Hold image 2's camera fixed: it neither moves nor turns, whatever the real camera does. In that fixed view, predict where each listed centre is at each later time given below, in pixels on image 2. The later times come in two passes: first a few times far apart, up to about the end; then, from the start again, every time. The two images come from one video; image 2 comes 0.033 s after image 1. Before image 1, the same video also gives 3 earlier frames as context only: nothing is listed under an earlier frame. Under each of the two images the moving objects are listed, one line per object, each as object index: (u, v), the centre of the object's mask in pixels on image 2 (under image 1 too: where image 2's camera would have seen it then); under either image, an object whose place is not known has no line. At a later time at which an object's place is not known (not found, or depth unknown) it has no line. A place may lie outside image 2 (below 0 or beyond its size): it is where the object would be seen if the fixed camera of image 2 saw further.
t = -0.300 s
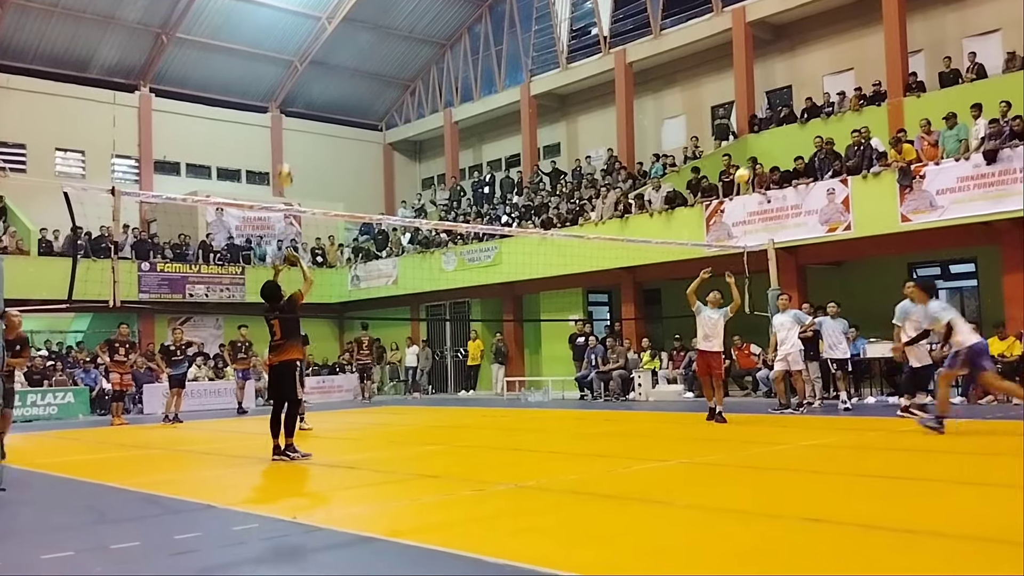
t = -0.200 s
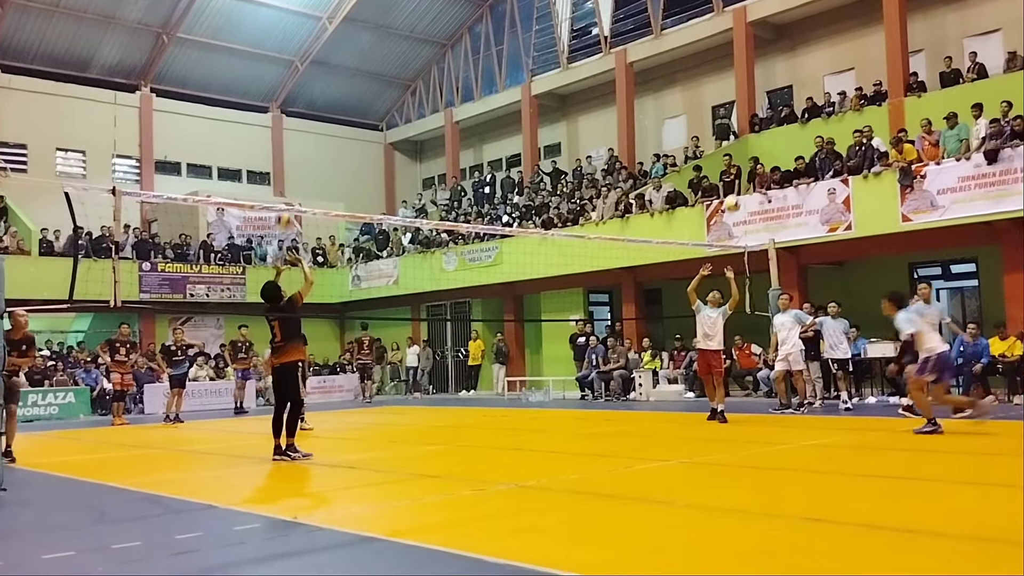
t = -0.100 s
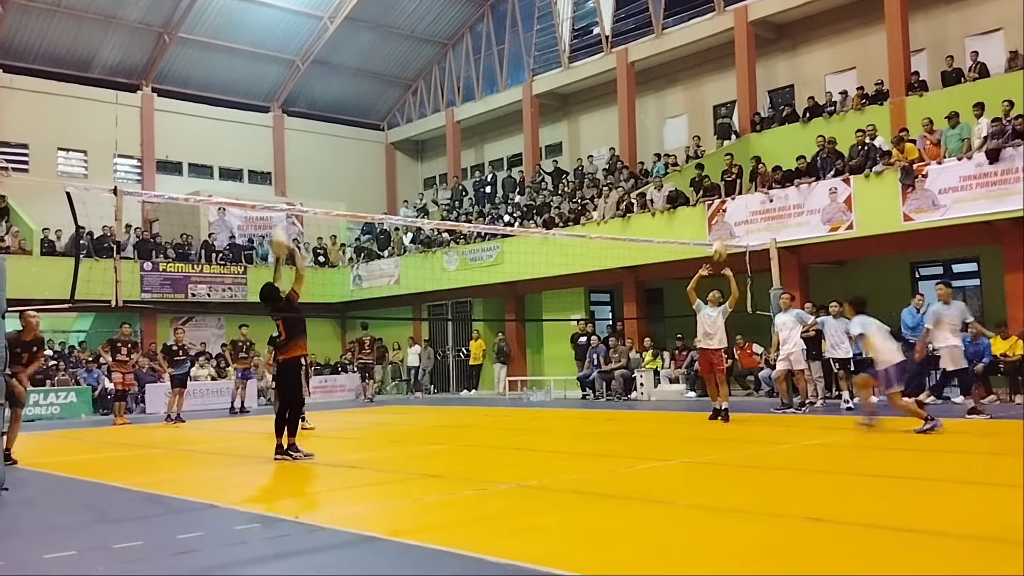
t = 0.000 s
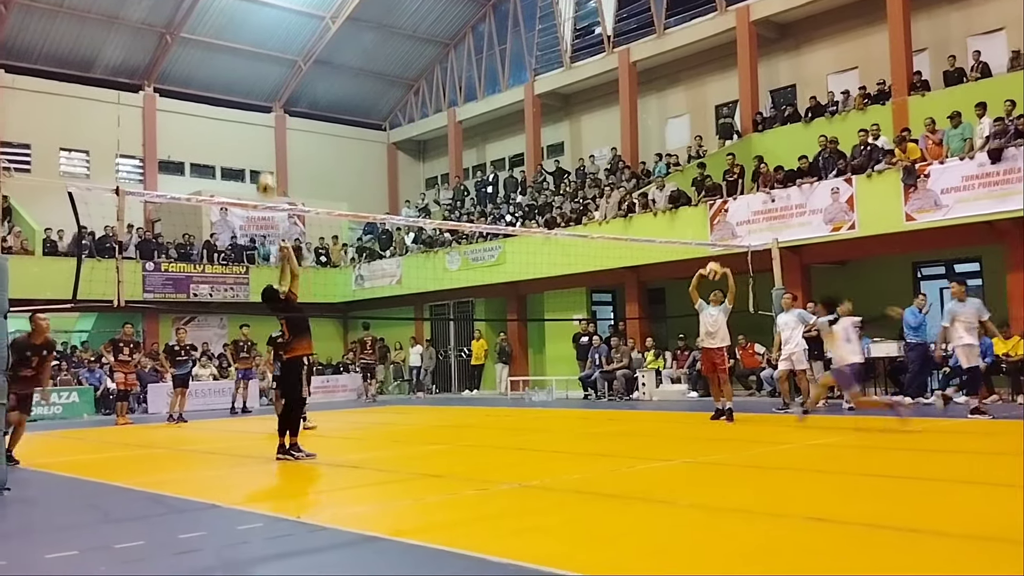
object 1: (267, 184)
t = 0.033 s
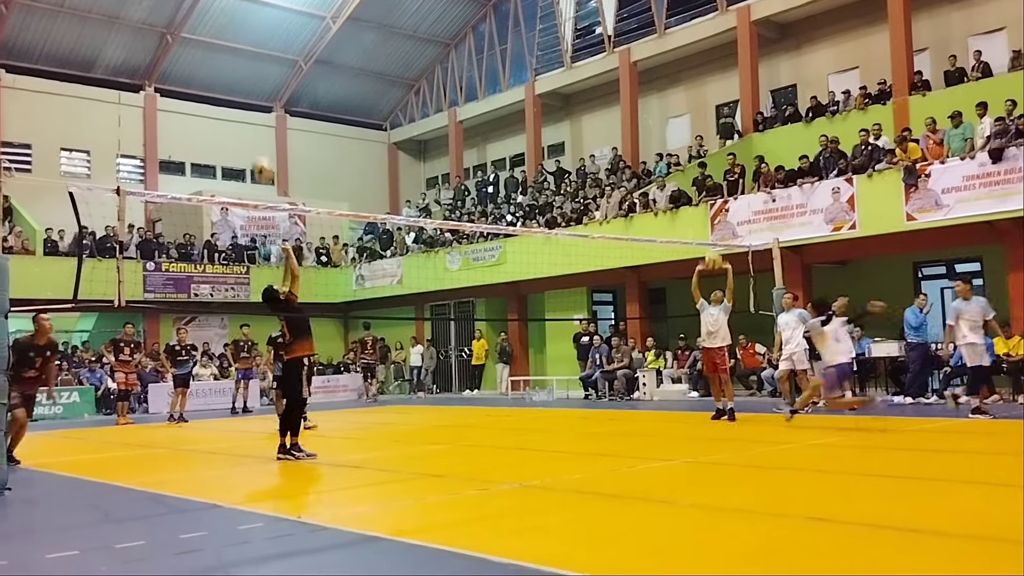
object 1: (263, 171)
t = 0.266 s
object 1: (233, 82)
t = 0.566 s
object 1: (198, 47)
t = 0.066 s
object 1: (257, 154)
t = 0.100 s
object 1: (254, 139)
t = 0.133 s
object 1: (250, 125)
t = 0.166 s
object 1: (245, 111)
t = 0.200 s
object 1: (241, 100)
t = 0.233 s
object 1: (237, 91)
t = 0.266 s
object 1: (233, 82)
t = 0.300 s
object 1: (230, 74)
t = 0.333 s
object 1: (226, 66)
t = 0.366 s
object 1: (221, 60)
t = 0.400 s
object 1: (217, 56)
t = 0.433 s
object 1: (213, 52)
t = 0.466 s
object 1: (209, 49)
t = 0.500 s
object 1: (205, 47)
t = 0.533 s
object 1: (202, 47)
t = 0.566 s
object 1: (198, 47)
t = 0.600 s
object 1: (194, 48)
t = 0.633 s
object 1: (190, 51)
